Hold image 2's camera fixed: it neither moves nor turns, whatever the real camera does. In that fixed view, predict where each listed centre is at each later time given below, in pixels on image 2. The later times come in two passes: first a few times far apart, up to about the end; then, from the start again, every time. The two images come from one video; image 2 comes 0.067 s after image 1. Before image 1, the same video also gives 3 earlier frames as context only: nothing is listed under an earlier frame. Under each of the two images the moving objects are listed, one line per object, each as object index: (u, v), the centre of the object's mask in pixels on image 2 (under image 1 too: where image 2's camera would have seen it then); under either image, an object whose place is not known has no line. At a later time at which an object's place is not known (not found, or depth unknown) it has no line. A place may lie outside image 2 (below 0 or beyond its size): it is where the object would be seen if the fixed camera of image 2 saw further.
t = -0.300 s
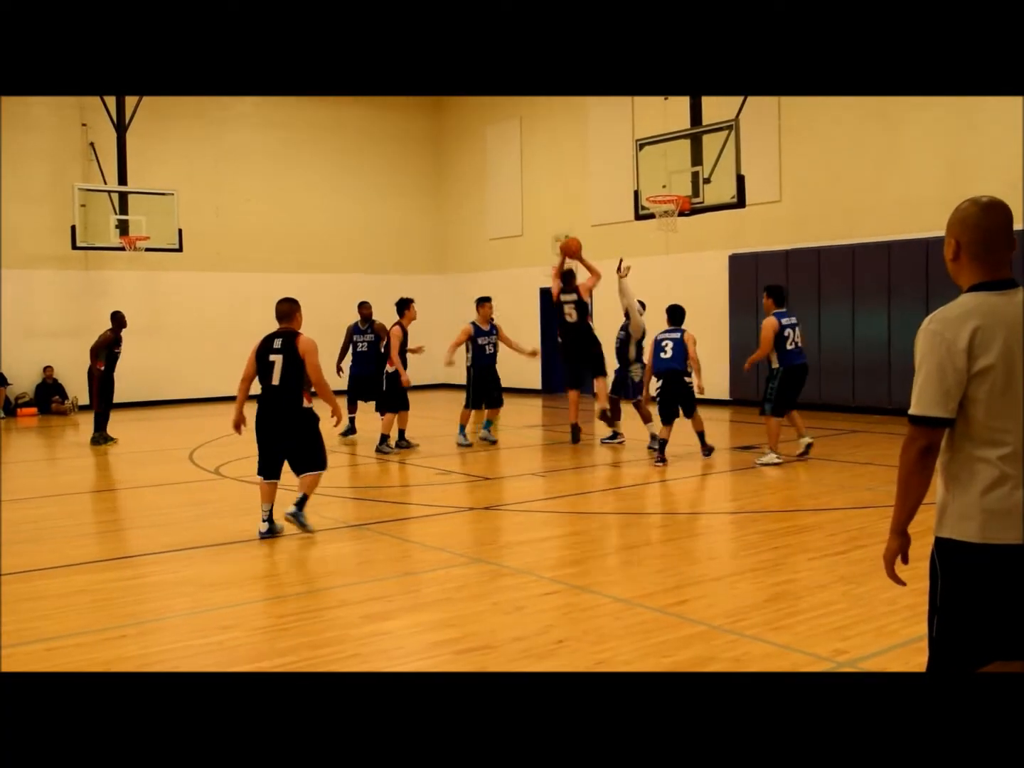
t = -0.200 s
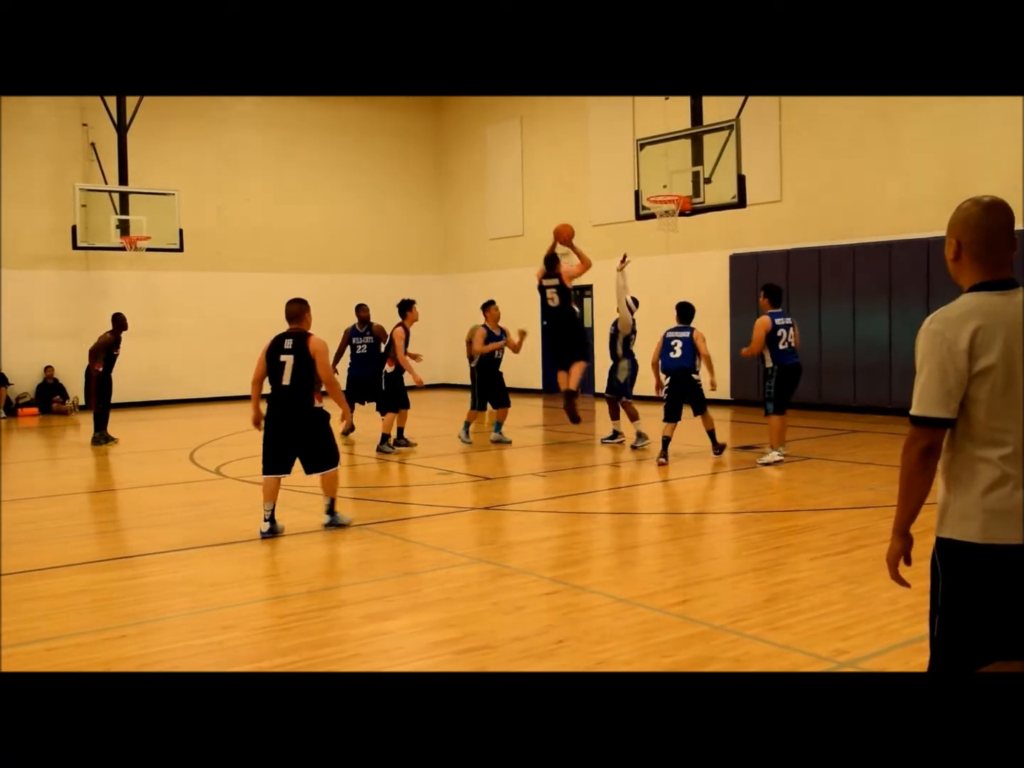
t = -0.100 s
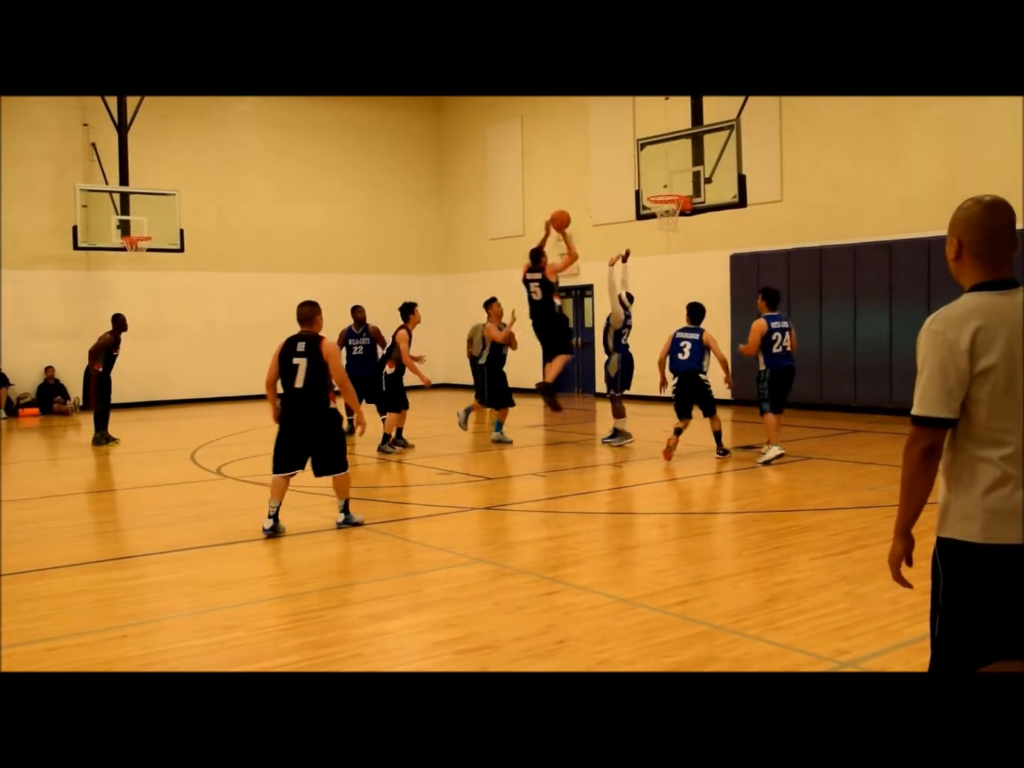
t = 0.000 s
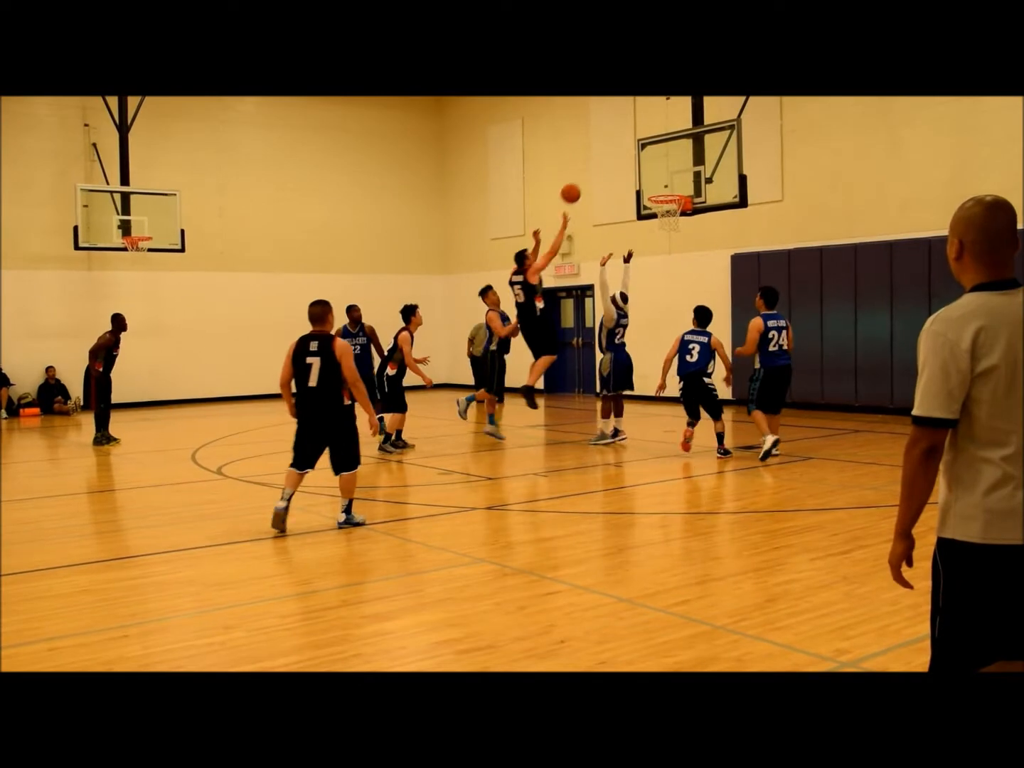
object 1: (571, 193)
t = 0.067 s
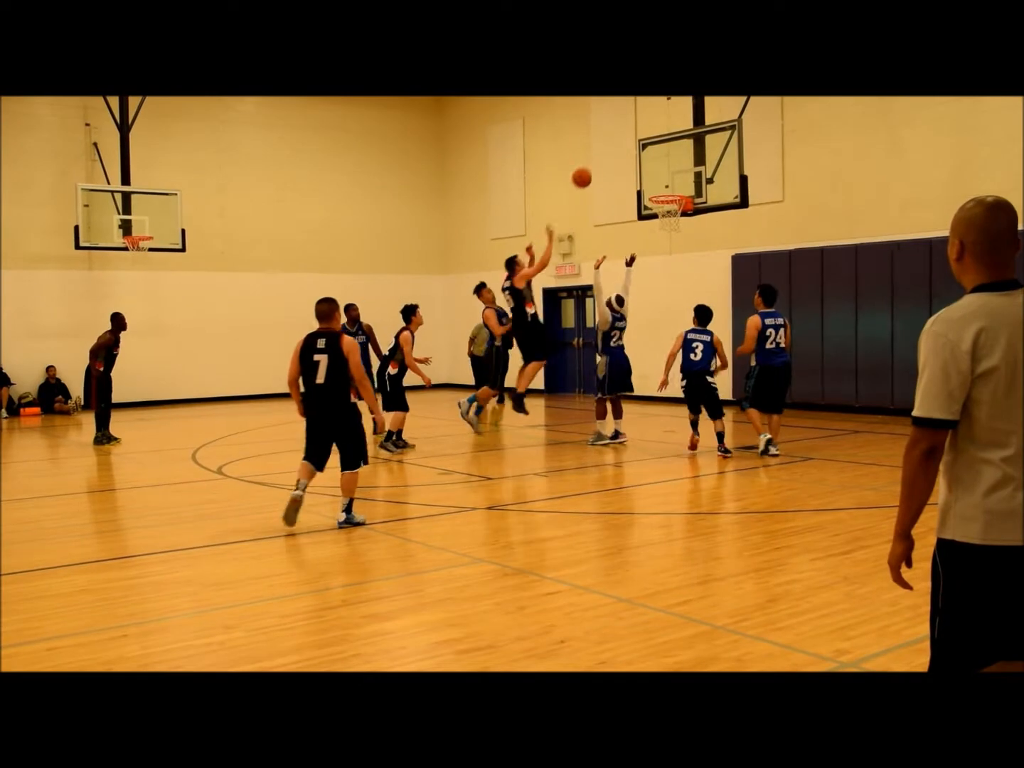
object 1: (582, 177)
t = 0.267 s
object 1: (612, 154)
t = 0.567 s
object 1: (654, 178)
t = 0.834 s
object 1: (669, 196)
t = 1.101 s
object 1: (657, 204)
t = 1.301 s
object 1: (668, 222)
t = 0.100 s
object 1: (587, 171)
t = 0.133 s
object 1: (592, 166)
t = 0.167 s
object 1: (597, 161)
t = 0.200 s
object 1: (602, 158)
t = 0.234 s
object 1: (607, 156)
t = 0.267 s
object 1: (612, 154)
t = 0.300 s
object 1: (617, 153)
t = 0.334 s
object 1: (622, 153)
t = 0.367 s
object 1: (626, 155)
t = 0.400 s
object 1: (631, 156)
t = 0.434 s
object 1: (635, 159)
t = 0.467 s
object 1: (641, 162)
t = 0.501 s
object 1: (645, 166)
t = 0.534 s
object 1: (650, 171)
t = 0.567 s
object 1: (654, 178)
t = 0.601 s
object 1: (659, 184)
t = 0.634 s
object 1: (662, 186)
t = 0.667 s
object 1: (664, 185)
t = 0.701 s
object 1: (665, 186)
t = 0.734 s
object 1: (666, 187)
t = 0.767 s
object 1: (668, 189)
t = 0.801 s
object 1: (669, 191)
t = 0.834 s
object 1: (669, 196)
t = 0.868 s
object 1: (669, 196)
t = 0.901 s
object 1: (668, 196)
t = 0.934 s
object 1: (665, 200)
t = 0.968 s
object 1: (664, 203)
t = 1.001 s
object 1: (660, 204)
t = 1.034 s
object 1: (658, 204)
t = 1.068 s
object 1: (657, 204)
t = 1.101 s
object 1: (657, 204)
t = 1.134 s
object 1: (657, 205)
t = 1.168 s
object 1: (658, 205)
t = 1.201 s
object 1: (659, 207)
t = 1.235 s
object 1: (661, 212)
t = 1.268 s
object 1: (666, 219)
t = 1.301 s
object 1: (668, 222)
